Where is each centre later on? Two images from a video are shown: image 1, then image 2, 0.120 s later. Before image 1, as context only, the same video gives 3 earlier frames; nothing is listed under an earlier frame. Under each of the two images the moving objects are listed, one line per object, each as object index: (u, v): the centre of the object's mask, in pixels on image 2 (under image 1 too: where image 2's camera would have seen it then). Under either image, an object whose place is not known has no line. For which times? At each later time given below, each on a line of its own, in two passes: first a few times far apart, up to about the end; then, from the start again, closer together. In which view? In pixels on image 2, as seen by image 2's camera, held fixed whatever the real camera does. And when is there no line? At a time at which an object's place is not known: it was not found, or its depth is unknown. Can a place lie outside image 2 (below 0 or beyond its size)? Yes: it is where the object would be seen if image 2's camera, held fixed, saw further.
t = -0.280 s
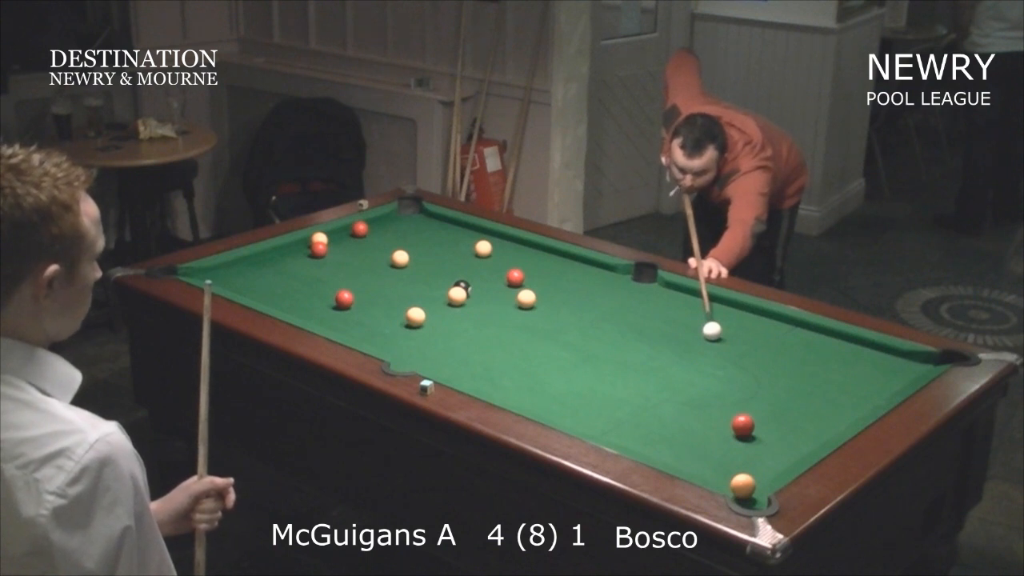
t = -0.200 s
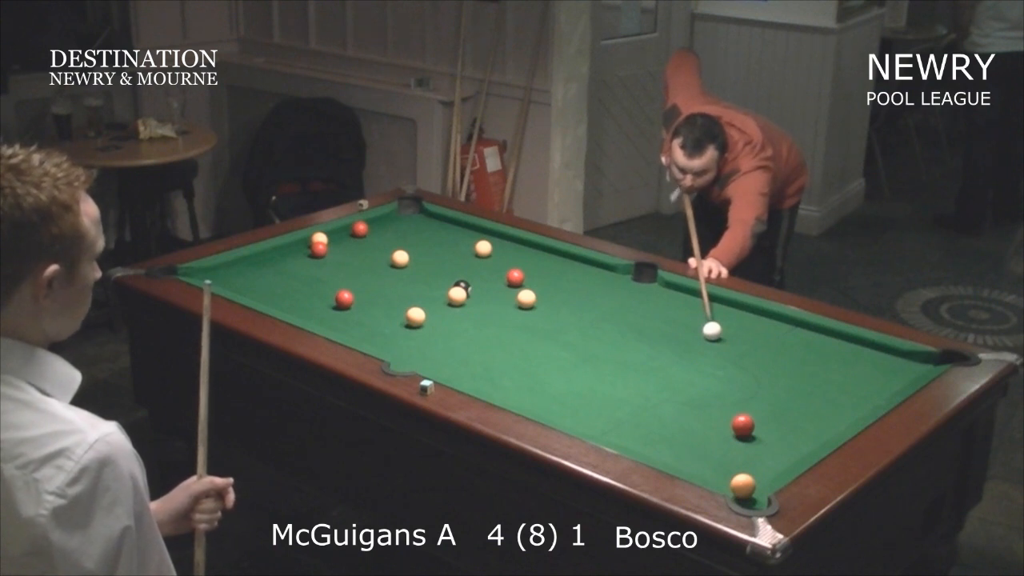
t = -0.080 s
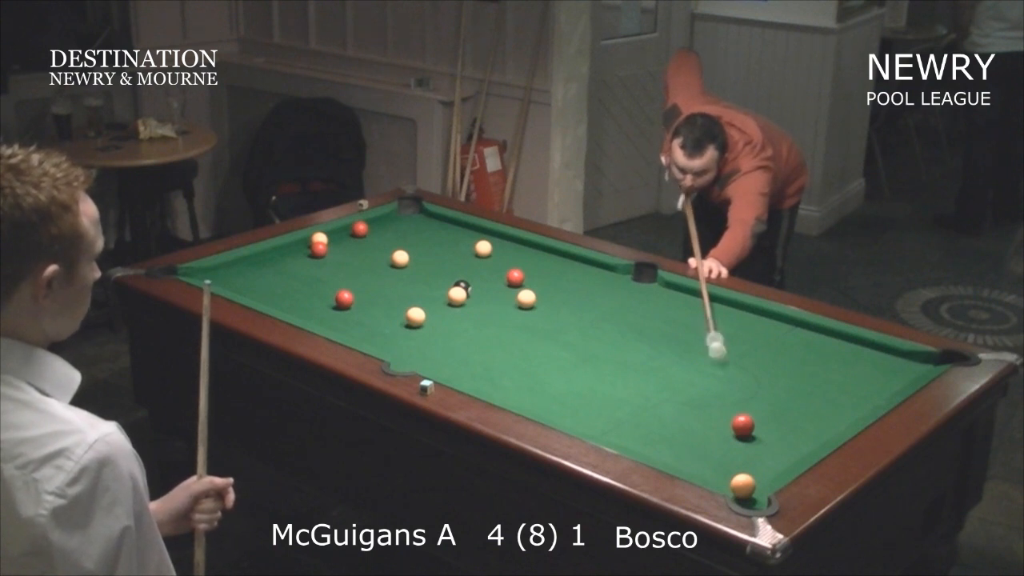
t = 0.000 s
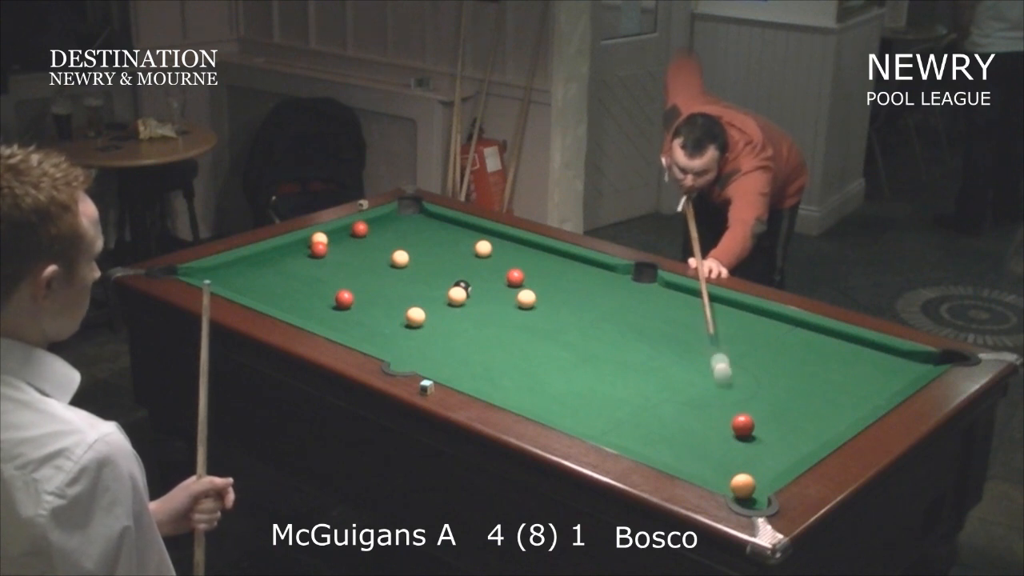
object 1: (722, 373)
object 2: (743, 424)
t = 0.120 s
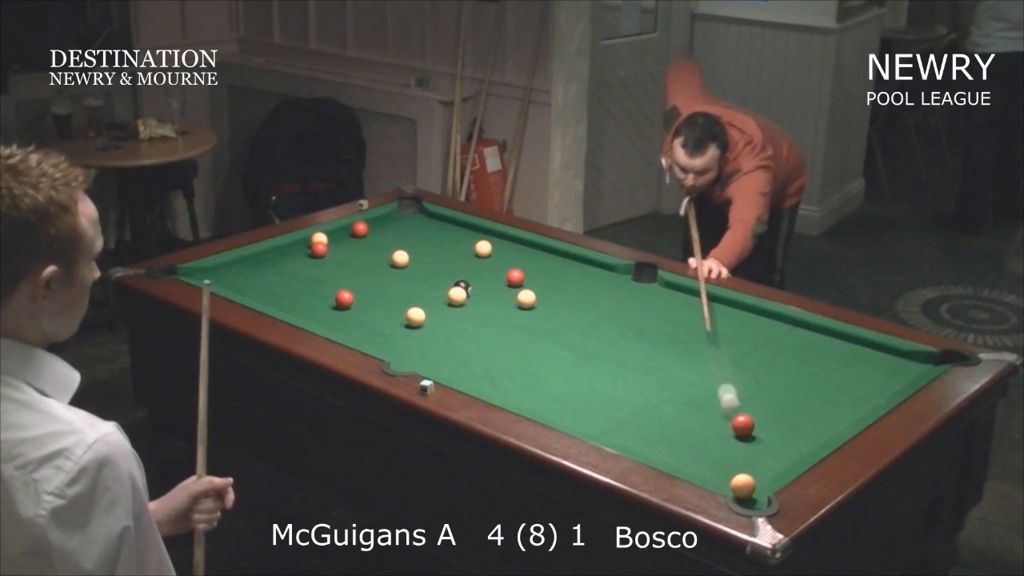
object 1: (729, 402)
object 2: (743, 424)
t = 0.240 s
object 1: (721, 417)
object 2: (755, 436)
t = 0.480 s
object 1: (684, 435)
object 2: (756, 460)
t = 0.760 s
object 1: (649, 448)
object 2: (690, 455)
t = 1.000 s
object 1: (640, 434)
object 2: (662, 452)
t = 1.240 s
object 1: (625, 416)
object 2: (659, 450)
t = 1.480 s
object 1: (610, 399)
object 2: (660, 446)
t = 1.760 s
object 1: (597, 384)
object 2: (661, 443)
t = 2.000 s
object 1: (587, 372)
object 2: (662, 440)
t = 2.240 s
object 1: (578, 362)
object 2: (662, 439)
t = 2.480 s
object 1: (571, 353)
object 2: (663, 439)
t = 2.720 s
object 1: (565, 346)
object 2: (663, 439)
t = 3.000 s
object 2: (663, 439)
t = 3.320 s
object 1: (552, 330)
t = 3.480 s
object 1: (550, 330)
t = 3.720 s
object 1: (547, 328)
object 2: (663, 439)
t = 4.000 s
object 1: (544, 326)
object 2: (663, 439)
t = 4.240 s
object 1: (543, 325)
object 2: (663, 439)
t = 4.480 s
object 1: (542, 325)
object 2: (663, 439)
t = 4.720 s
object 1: (542, 325)
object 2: (663, 439)
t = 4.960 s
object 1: (542, 325)
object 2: (663, 438)
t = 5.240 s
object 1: (542, 325)
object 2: (663, 438)
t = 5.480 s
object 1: (543, 325)
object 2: (663, 438)
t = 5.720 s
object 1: (542, 325)
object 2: (663, 438)
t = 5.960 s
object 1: (542, 325)
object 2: (663, 438)
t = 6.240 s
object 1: (542, 325)
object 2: (663, 438)
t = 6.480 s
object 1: (543, 325)
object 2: (663, 438)
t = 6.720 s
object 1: (542, 325)
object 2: (663, 438)
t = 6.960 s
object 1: (542, 325)
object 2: (663, 438)
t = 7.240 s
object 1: (542, 325)
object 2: (663, 438)
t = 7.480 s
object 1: (542, 325)
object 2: (663, 438)
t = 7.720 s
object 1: (543, 325)
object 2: (663, 438)
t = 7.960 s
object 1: (542, 325)
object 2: (663, 438)
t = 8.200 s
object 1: (542, 325)
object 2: (663, 438)
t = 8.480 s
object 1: (542, 325)
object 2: (663, 438)
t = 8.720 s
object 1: (542, 325)
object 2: (663, 438)
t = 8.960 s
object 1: (542, 325)
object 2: (663, 438)
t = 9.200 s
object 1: (542, 325)
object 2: (663, 438)
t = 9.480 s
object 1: (542, 325)
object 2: (663, 438)
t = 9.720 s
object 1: (542, 325)
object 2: (663, 438)
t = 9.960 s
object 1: (542, 325)
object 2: (663, 438)
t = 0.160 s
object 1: (730, 412)
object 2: (743, 425)
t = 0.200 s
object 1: (729, 415)
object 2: (746, 428)
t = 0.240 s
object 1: (721, 417)
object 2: (755, 436)
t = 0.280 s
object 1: (713, 420)
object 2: (763, 444)
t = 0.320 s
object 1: (707, 423)
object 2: (770, 451)
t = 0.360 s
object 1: (702, 426)
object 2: (776, 456)
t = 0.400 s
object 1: (695, 429)
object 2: (774, 459)
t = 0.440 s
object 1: (690, 432)
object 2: (766, 460)
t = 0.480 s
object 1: (684, 435)
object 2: (756, 460)
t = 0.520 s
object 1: (678, 438)
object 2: (746, 459)
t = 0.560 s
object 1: (673, 440)
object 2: (736, 458)
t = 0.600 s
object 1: (667, 444)
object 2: (727, 458)
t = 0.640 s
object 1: (661, 447)
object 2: (718, 457)
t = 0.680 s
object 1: (655, 448)
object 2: (709, 456)
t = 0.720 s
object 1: (649, 448)
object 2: (699, 455)
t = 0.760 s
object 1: (649, 448)
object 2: (690, 455)
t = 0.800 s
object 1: (652, 447)
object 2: (682, 454)
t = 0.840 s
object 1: (653, 447)
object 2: (675, 453)
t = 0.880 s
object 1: (649, 443)
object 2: (671, 453)
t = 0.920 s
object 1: (646, 440)
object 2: (668, 453)
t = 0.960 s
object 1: (643, 437)
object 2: (665, 452)
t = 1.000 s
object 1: (640, 434)
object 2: (662, 452)
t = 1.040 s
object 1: (637, 431)
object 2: (660, 452)
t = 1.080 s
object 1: (635, 428)
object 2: (659, 452)
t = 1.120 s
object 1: (632, 425)
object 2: (659, 451)
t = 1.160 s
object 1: (630, 422)
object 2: (659, 451)
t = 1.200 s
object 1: (627, 419)
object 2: (659, 450)
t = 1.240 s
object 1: (625, 416)
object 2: (659, 450)
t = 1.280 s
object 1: (622, 413)
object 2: (659, 449)
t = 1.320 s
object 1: (620, 410)
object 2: (659, 448)
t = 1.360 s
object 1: (617, 407)
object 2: (659, 447)
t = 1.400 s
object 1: (614, 404)
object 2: (660, 447)
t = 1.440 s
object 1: (612, 402)
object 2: (660, 446)
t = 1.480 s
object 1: (610, 399)
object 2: (660, 446)
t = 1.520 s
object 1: (608, 397)
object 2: (660, 446)
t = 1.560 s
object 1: (606, 395)
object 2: (660, 445)
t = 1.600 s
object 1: (604, 392)
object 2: (661, 444)
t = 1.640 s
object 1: (602, 390)
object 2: (661, 444)
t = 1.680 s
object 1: (600, 388)
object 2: (661, 443)
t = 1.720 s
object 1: (598, 385)
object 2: (661, 443)
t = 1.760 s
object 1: (597, 384)
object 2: (661, 443)
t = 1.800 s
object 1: (595, 382)
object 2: (661, 442)
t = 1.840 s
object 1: (593, 380)
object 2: (662, 442)
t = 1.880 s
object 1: (592, 378)
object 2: (662, 441)
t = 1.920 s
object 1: (590, 376)
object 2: (662, 441)
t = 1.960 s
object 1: (589, 374)
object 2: (662, 440)
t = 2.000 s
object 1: (587, 372)
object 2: (662, 440)
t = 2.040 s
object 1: (586, 370)
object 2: (662, 439)
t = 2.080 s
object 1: (584, 369)
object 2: (662, 439)
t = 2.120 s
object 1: (583, 367)
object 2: (662, 439)
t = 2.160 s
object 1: (581, 365)
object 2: (662, 439)
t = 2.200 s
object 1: (580, 364)
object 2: (662, 439)
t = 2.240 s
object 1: (578, 362)
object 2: (662, 439)
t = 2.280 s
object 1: (577, 361)
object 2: (663, 439)
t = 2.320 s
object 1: (576, 359)
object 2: (663, 439)
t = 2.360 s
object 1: (574, 358)
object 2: (662, 439)
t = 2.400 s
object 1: (573, 356)
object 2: (663, 439)
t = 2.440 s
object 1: (572, 355)
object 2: (663, 439)
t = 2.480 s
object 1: (571, 353)
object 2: (663, 439)
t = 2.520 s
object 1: (570, 352)
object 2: (663, 439)
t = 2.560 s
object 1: (569, 351)
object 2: (663, 439)
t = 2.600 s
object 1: (568, 350)
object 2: (663, 439)
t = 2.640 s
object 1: (566, 348)
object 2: (663, 439)
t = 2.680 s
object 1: (566, 347)
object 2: (663, 439)
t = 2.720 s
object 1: (565, 346)
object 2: (663, 439)
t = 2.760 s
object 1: (564, 345)
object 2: (663, 439)
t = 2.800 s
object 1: (563, 344)
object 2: (663, 439)
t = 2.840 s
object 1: (562, 343)
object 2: (663, 439)
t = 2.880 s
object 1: (561, 342)
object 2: (663, 439)
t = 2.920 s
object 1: (560, 342)
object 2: (663, 439)
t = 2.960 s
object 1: (564, 339)
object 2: (663, 439)
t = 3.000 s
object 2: (663, 439)
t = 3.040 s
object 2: (663, 438)
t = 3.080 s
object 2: (664, 440)
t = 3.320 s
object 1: (552, 330)
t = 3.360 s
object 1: (552, 332)
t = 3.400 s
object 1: (552, 331)
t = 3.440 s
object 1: (551, 331)
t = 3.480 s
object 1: (550, 330)
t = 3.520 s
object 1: (549, 330)
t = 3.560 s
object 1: (549, 329)
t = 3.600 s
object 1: (548, 329)
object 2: (661, 438)
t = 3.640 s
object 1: (548, 328)
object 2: (663, 439)
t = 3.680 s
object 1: (547, 328)
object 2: (663, 439)
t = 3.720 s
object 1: (547, 328)
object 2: (663, 439)
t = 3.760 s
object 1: (546, 327)
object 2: (663, 439)
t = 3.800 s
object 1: (546, 327)
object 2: (663, 439)
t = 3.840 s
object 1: (546, 327)
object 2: (663, 439)
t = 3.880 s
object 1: (545, 326)
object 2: (663, 439)
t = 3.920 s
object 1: (545, 326)
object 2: (663, 439)
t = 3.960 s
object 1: (544, 326)
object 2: (663, 439)
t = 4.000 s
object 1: (544, 326)
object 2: (663, 439)
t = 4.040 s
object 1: (544, 325)
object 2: (663, 439)
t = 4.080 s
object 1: (543, 325)
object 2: (663, 439)
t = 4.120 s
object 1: (543, 325)
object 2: (663, 439)
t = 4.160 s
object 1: (543, 325)
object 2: (663, 439)
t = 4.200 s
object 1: (543, 325)
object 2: (663, 439)
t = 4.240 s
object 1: (543, 325)
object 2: (663, 439)
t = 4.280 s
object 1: (543, 325)
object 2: (663, 439)
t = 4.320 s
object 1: (543, 325)
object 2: (663, 439)
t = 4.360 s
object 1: (543, 325)
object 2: (663, 439)
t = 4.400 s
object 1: (543, 325)
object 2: (663, 439)
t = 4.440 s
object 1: (543, 325)
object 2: (663, 439)
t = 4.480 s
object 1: (542, 325)
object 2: (663, 439)
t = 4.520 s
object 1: (542, 325)
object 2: (663, 439)
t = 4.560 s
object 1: (543, 325)
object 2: (663, 439)
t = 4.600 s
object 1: (543, 325)
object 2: (663, 438)
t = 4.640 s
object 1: (543, 325)
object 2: (663, 438)
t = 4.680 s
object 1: (542, 325)
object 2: (663, 438)
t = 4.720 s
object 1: (542, 325)
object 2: (663, 439)
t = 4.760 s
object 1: (542, 325)
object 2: (663, 438)
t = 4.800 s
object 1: (543, 325)
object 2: (663, 438)
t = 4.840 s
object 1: (543, 325)
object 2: (663, 438)
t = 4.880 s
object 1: (542, 325)
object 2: (663, 438)
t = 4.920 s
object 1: (543, 325)
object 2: (663, 438)
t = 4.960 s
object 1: (542, 325)
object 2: (663, 438)
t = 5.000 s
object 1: (542, 325)
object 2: (663, 438)
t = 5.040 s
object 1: (542, 325)
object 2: (663, 438)
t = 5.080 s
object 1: (542, 325)
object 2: (663, 438)
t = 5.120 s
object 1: (543, 325)
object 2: (663, 438)
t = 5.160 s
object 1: (542, 325)
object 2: (663, 438)
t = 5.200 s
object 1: (543, 325)
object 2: (663, 438)
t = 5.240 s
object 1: (542, 325)
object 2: (663, 438)
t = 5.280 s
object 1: (542, 325)
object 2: (663, 438)
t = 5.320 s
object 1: (542, 325)
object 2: (663, 438)
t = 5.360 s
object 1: (542, 325)
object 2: (663, 438)
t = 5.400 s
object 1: (543, 325)
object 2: (663, 438)
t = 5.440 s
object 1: (542, 325)
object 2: (663, 438)
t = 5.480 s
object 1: (543, 325)
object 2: (663, 438)
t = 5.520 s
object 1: (542, 325)
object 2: (663, 439)
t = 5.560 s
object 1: (542, 325)
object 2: (663, 438)
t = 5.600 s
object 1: (542, 325)
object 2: (663, 438)
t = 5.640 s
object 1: (542, 325)
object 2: (663, 438)
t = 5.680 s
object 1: (543, 325)
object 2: (663, 438)
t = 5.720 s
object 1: (542, 325)
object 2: (663, 438)
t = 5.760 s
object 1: (543, 325)
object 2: (663, 438)
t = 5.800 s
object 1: (542, 325)
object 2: (663, 438)
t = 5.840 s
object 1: (542, 325)
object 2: (663, 438)
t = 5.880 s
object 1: (542, 325)
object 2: (663, 438)
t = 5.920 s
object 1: (542, 325)
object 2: (663, 438)
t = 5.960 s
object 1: (542, 325)
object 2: (663, 438)
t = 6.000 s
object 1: (542, 325)
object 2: (663, 438)
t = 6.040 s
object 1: (543, 325)
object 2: (663, 439)
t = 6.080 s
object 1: (542, 325)
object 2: (663, 439)
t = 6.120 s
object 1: (542, 325)
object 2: (663, 439)
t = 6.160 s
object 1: (543, 325)
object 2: (663, 439)
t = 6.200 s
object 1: (542, 325)
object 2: (663, 438)
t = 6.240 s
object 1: (542, 325)
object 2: (663, 438)
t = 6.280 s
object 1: (542, 325)
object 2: (663, 438)
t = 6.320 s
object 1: (543, 325)
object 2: (663, 438)
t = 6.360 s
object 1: (543, 325)
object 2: (663, 439)
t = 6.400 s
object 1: (542, 325)
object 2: (663, 438)
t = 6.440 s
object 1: (543, 325)
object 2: (663, 438)
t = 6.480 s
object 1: (543, 325)
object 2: (663, 438)
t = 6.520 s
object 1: (542, 325)
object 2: (663, 438)
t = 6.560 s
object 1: (542, 325)
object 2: (663, 438)
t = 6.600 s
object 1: (542, 325)
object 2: (663, 438)
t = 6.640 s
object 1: (542, 325)
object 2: (663, 438)
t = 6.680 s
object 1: (542, 325)
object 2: (663, 438)
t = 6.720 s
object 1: (542, 325)
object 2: (663, 438)
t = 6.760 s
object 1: (543, 325)
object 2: (663, 439)
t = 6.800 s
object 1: (542, 325)
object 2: (663, 439)
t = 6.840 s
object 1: (542, 325)
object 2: (663, 439)
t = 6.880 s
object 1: (542, 325)
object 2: (663, 439)
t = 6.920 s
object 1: (542, 325)
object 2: (663, 439)
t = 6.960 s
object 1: (542, 325)
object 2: (663, 438)
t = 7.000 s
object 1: (542, 325)
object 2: (663, 438)
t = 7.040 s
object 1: (542, 325)
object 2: (663, 438)
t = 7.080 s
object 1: (542, 325)
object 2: (663, 438)
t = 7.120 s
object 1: (542, 325)
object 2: (663, 438)
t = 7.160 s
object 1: (542, 325)
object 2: (663, 438)
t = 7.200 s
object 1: (542, 325)
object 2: (663, 438)
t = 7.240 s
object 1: (542, 325)
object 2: (663, 438)
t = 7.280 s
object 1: (542, 325)
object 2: (663, 438)
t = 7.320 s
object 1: (542, 325)
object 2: (663, 438)
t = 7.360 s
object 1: (543, 325)
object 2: (663, 438)
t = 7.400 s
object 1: (542, 325)
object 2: (663, 438)
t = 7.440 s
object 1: (543, 325)
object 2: (663, 438)
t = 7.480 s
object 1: (542, 325)
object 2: (663, 438)
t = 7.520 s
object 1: (542, 325)
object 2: (663, 438)
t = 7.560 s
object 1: (542, 325)
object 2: (663, 438)
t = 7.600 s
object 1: (542, 325)
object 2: (663, 438)
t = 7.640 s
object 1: (542, 325)
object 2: (663, 438)
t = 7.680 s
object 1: (542, 325)
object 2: (663, 438)
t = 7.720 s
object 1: (543, 325)
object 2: (663, 438)
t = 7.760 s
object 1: (542, 325)
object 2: (663, 438)
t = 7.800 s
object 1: (542, 325)
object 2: (663, 438)
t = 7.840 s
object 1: (542, 325)
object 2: (663, 438)
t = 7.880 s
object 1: (542, 325)
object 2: (663, 438)
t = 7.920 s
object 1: (542, 325)
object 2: (663, 438)
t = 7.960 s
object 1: (542, 325)
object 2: (663, 438)
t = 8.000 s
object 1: (542, 325)
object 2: (663, 438)
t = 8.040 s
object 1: (542, 325)
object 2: (663, 438)
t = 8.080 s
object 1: (542, 325)
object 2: (663, 438)
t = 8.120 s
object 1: (542, 325)
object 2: (663, 438)
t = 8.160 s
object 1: (542, 325)
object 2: (663, 438)
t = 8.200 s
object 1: (542, 325)
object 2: (663, 438)
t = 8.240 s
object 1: (542, 325)
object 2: (663, 438)
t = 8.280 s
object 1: (542, 325)
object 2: (663, 438)
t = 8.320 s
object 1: (542, 325)
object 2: (663, 438)
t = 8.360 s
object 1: (542, 325)
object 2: (663, 438)
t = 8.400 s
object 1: (542, 325)
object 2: (663, 438)
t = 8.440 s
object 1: (542, 325)
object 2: (663, 438)
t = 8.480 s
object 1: (542, 325)
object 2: (663, 438)
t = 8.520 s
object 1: (542, 325)
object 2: (663, 438)
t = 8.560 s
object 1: (542, 325)
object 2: (663, 438)
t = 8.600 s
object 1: (542, 325)
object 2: (663, 438)
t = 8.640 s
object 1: (542, 325)
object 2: (663, 438)
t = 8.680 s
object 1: (542, 325)
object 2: (663, 438)
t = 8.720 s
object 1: (542, 325)
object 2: (663, 438)
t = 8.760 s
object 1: (543, 325)
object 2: (663, 438)
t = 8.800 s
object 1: (542, 325)
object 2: (663, 438)
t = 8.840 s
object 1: (542, 325)
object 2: (663, 438)
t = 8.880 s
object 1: (542, 325)
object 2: (663, 438)
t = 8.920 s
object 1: (542, 325)
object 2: (663, 438)
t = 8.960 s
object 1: (542, 325)
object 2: (663, 438)
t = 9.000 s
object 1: (543, 325)
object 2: (663, 438)
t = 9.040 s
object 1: (542, 325)
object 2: (663, 438)
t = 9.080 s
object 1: (542, 325)
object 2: (663, 438)
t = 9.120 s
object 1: (542, 325)
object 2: (663, 438)
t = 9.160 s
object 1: (542, 325)
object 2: (663, 438)
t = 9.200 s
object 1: (542, 325)
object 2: (663, 438)
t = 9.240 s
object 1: (542, 325)
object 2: (663, 438)
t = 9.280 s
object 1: (542, 325)
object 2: (663, 438)
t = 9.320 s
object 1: (542, 325)
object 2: (663, 438)
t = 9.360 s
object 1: (542, 325)
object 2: (663, 438)
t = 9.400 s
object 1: (542, 325)
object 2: (663, 438)
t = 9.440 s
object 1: (542, 325)
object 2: (663, 438)
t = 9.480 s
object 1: (542, 325)
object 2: (663, 438)
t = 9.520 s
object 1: (542, 325)
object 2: (663, 438)
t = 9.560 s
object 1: (542, 325)
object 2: (663, 438)
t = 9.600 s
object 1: (543, 325)
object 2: (663, 438)
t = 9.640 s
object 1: (542, 325)
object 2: (663, 438)
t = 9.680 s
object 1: (542, 325)
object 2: (663, 438)
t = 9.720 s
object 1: (542, 325)
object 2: (663, 438)
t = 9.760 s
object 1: (542, 325)
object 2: (663, 438)
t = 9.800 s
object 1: (543, 325)
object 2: (663, 438)
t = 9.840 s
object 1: (542, 325)
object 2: (663, 438)
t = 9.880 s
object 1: (542, 325)
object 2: (663, 438)
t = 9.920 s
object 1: (542, 325)
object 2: (663, 438)
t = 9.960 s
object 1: (542, 325)
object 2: (663, 438)
